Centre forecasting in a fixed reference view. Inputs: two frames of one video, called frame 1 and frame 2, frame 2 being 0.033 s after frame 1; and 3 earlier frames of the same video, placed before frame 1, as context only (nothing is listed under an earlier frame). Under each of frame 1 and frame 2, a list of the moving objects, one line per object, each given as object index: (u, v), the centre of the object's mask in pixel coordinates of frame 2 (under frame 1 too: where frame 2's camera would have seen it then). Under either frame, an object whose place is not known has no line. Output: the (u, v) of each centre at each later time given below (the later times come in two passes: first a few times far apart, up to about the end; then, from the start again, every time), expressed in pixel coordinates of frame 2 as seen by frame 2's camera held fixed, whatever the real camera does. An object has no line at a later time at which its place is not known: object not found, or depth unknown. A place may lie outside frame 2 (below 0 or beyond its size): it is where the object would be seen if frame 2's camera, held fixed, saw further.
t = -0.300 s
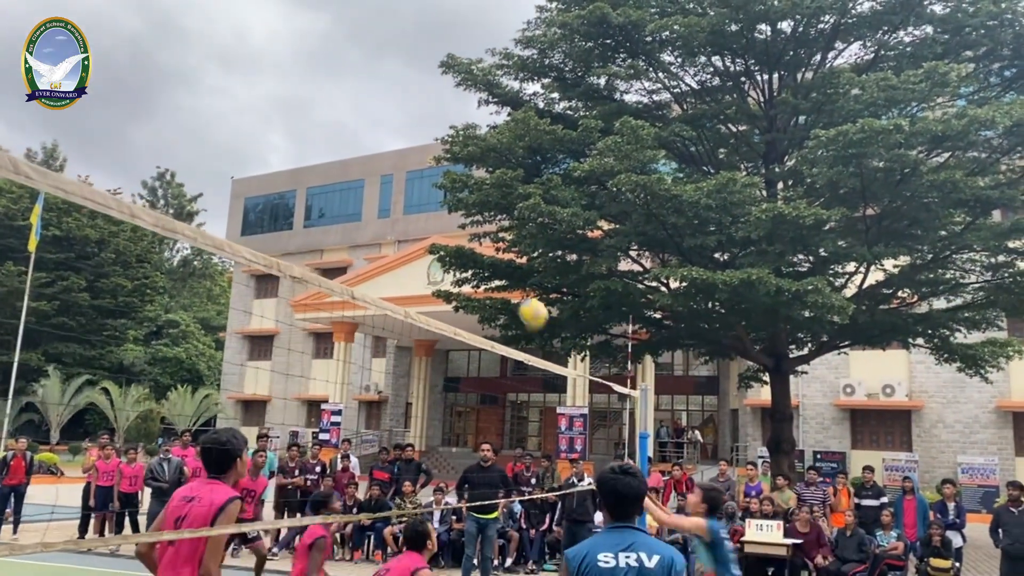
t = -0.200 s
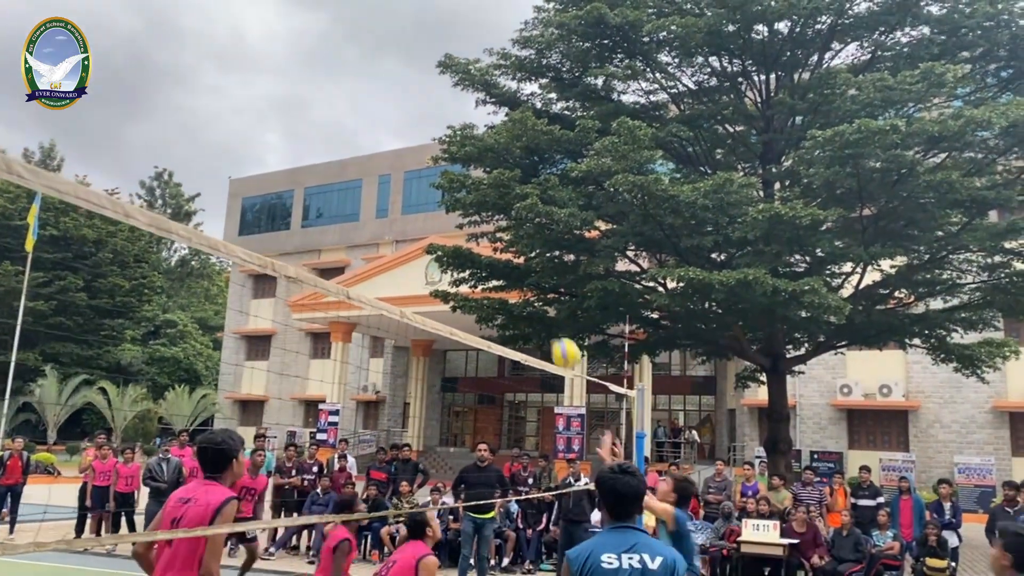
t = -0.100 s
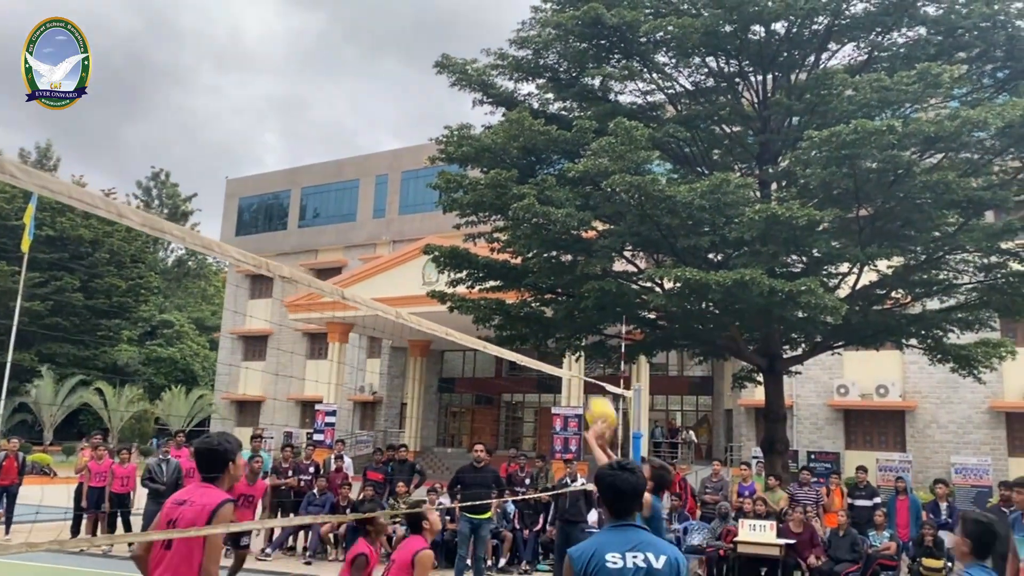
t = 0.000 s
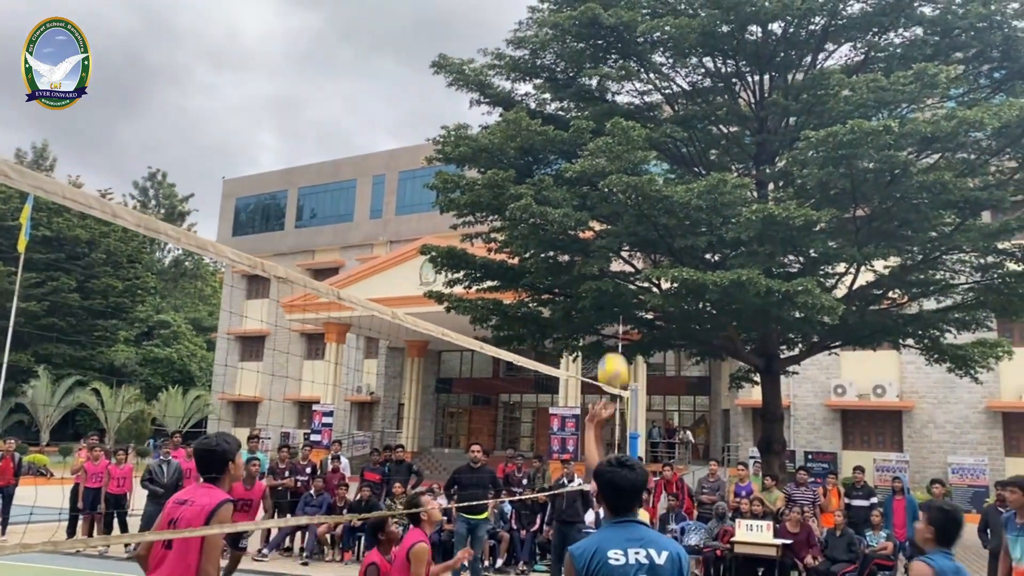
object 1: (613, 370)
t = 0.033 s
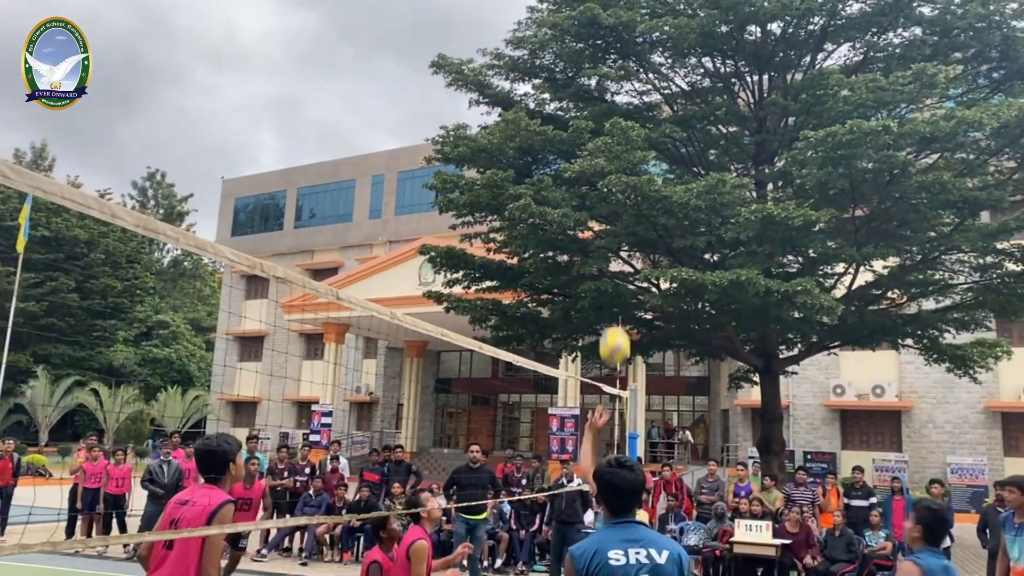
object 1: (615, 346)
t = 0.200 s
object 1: (627, 241)
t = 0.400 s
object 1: (642, 167)
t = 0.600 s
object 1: (654, 148)
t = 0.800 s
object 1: (664, 184)
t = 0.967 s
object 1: (673, 259)
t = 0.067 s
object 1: (617, 322)
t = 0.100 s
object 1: (620, 300)
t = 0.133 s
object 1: (622, 279)
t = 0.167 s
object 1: (625, 259)
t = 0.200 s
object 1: (627, 241)
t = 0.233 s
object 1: (630, 226)
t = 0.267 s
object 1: (632, 212)
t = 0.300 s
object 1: (634, 198)
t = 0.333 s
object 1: (637, 186)
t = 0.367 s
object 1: (639, 176)
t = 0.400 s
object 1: (642, 167)
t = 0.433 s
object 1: (644, 161)
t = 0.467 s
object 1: (645, 154)
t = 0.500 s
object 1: (648, 150)
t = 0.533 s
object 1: (650, 148)
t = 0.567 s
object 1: (652, 147)
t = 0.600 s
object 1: (654, 148)
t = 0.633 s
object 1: (655, 150)
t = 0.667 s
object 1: (657, 154)
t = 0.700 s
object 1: (659, 159)
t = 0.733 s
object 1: (661, 166)
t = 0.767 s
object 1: (662, 174)
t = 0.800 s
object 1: (664, 184)
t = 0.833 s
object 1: (666, 195)
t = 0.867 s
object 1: (668, 209)
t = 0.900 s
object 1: (669, 224)
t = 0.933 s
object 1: (671, 242)
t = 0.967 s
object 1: (673, 259)
